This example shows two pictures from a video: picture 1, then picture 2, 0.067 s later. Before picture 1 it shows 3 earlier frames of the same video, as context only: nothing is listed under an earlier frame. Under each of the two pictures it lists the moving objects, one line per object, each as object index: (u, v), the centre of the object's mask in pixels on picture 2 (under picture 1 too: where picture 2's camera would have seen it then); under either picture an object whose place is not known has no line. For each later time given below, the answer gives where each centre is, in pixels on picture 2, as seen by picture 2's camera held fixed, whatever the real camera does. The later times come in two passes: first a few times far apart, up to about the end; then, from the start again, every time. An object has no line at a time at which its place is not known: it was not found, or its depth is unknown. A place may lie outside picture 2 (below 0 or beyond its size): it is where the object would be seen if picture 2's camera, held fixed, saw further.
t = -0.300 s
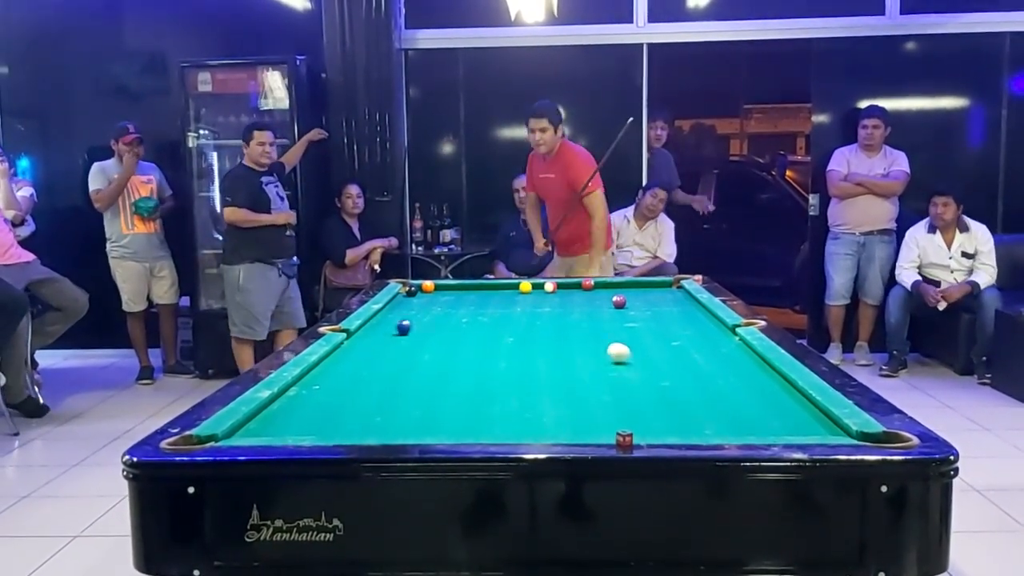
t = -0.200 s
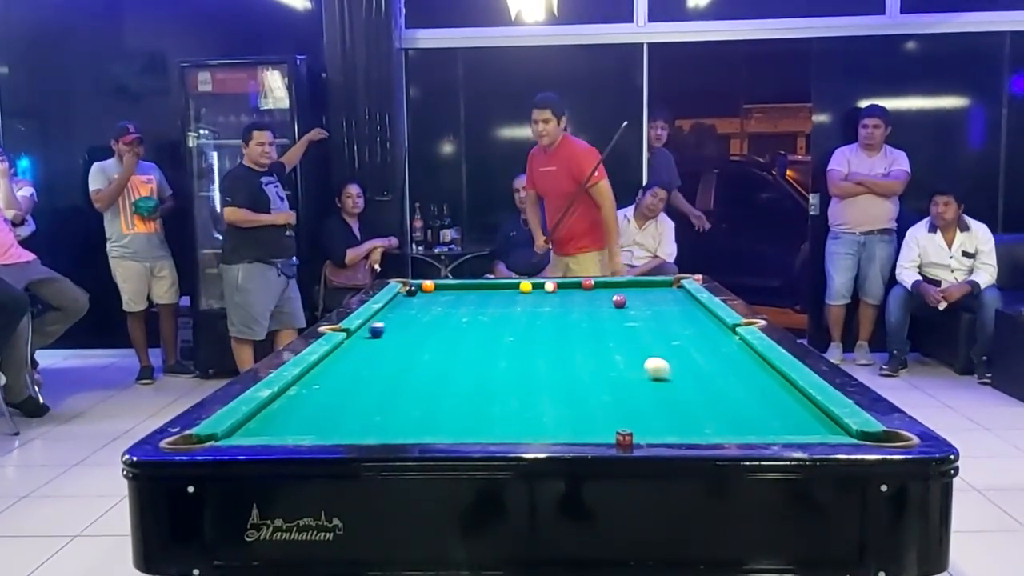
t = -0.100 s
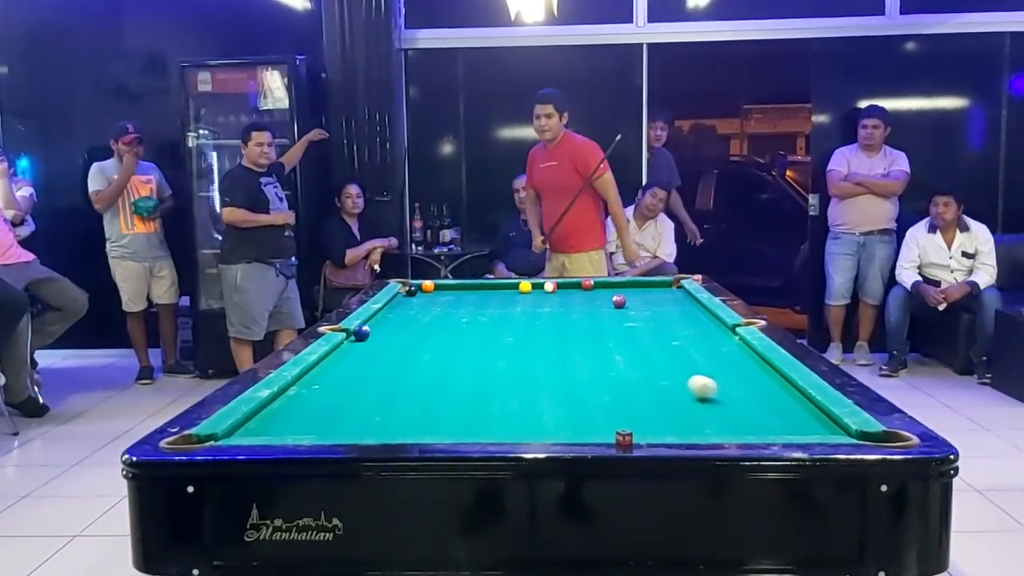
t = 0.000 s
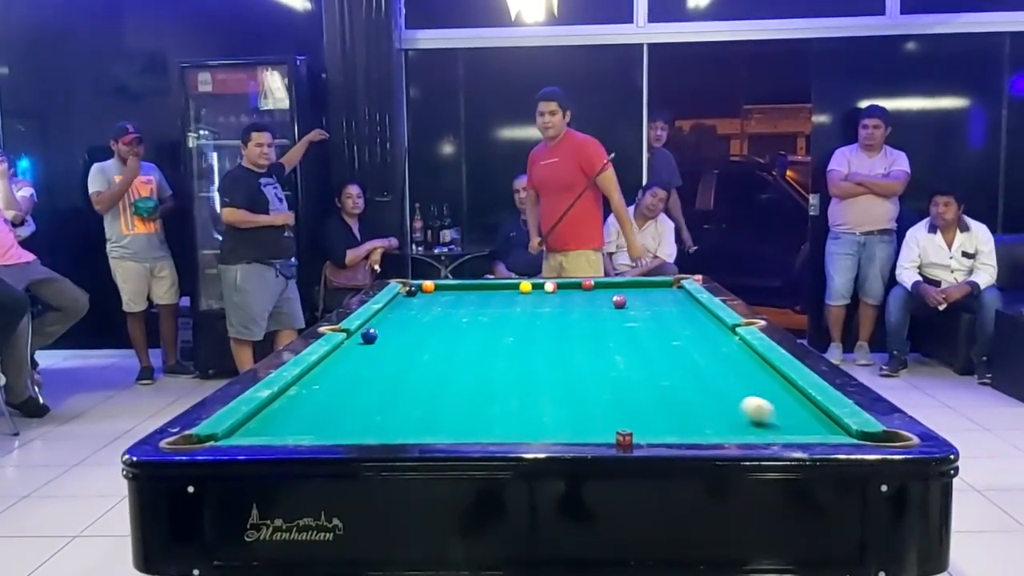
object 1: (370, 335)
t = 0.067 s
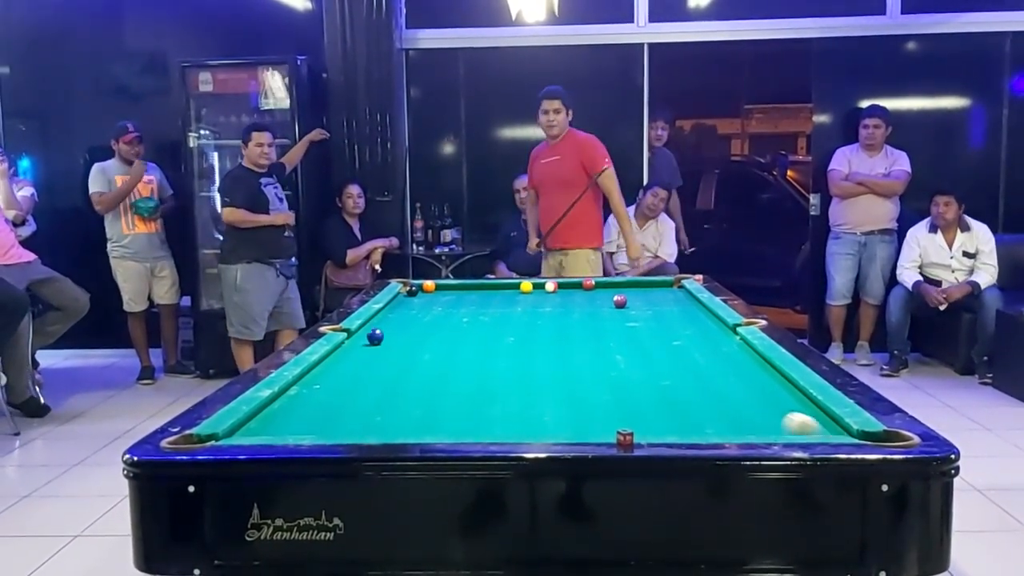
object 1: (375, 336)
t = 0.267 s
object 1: (390, 341)
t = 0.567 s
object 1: (413, 347)
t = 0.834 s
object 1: (434, 353)
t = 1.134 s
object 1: (456, 359)
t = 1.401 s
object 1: (474, 364)
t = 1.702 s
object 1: (494, 369)
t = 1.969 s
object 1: (509, 372)
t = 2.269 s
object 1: (524, 376)
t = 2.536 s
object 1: (536, 378)
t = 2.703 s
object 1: (543, 380)
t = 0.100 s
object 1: (378, 337)
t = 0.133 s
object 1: (380, 338)
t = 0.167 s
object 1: (383, 338)
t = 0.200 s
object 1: (385, 339)
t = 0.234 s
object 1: (388, 340)
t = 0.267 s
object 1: (390, 341)
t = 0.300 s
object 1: (393, 341)
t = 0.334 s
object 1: (395, 342)
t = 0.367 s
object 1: (398, 343)
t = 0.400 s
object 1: (401, 344)
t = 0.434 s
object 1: (403, 344)
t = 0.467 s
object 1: (406, 345)
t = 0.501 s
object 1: (408, 346)
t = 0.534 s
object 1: (411, 346)
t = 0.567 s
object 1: (413, 347)
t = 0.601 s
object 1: (416, 348)
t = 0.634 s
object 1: (418, 349)
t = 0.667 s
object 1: (421, 349)
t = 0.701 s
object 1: (423, 350)
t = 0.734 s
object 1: (426, 351)
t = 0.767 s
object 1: (429, 352)
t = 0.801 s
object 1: (431, 352)
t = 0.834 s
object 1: (434, 353)
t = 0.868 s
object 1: (437, 354)
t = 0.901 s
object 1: (439, 355)
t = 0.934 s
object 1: (441, 355)
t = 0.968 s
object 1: (444, 356)
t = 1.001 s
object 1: (446, 356)
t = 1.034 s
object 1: (449, 357)
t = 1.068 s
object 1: (451, 357)
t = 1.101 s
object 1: (454, 358)
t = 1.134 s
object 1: (456, 359)
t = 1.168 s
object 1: (458, 360)
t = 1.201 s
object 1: (461, 360)
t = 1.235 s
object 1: (463, 361)
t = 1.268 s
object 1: (465, 361)
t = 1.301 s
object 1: (468, 362)
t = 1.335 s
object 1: (470, 362)
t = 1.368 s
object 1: (472, 363)
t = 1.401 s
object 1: (474, 364)
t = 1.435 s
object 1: (477, 364)
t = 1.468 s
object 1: (479, 365)
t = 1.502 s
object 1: (481, 365)
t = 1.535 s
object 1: (483, 366)
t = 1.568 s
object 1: (485, 366)
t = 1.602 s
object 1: (487, 367)
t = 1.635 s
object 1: (489, 368)
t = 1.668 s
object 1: (491, 368)
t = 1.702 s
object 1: (494, 369)
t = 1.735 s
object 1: (496, 369)
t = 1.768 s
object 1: (497, 370)
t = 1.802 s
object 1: (499, 370)
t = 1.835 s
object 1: (501, 371)
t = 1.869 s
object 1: (503, 371)
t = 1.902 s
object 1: (505, 371)
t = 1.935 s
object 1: (507, 372)
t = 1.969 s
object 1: (509, 372)
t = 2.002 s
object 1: (511, 373)
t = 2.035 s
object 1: (513, 373)
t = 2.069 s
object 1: (515, 374)
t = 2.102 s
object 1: (516, 374)
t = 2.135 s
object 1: (518, 374)
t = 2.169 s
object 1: (520, 375)
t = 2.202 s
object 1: (521, 375)
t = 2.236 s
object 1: (523, 376)
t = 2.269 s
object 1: (524, 376)
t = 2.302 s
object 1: (526, 376)
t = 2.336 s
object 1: (527, 376)
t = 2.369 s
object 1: (529, 377)
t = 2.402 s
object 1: (530, 377)
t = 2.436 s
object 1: (532, 377)
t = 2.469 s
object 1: (533, 378)
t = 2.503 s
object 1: (535, 378)
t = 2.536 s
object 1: (536, 378)
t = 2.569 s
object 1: (538, 379)
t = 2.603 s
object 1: (540, 379)
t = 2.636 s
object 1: (541, 379)
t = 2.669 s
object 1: (542, 380)
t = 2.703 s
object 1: (543, 380)
